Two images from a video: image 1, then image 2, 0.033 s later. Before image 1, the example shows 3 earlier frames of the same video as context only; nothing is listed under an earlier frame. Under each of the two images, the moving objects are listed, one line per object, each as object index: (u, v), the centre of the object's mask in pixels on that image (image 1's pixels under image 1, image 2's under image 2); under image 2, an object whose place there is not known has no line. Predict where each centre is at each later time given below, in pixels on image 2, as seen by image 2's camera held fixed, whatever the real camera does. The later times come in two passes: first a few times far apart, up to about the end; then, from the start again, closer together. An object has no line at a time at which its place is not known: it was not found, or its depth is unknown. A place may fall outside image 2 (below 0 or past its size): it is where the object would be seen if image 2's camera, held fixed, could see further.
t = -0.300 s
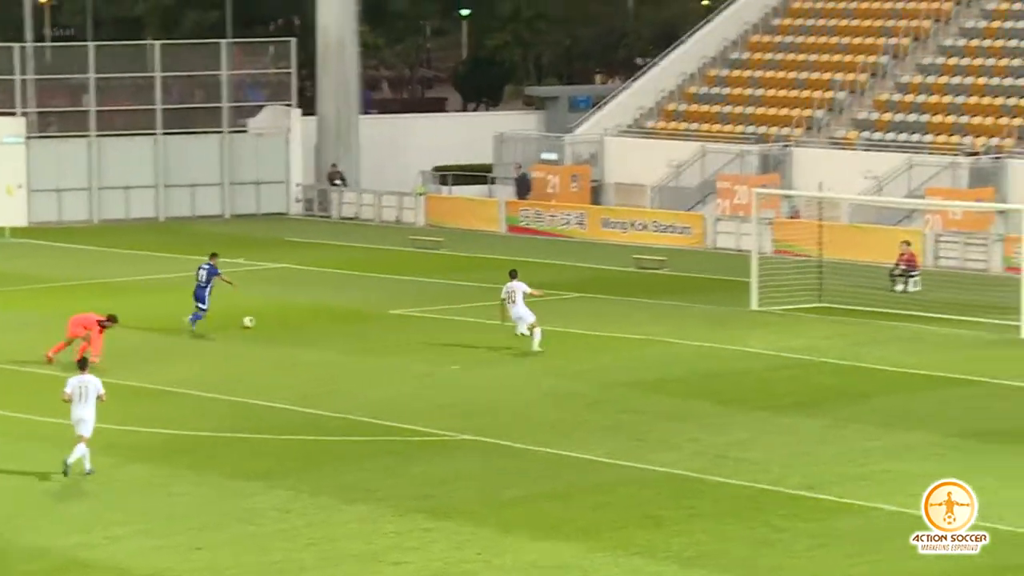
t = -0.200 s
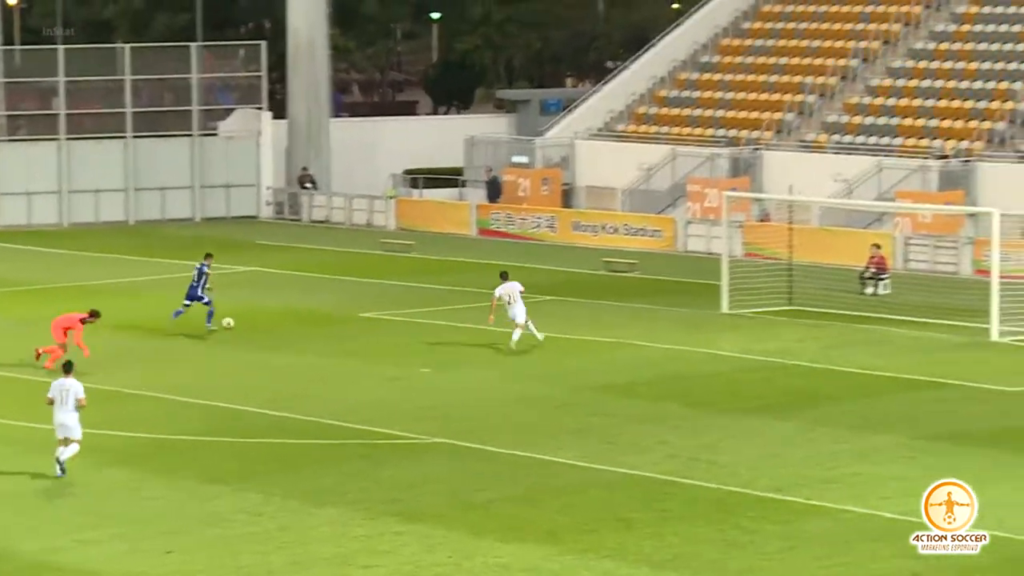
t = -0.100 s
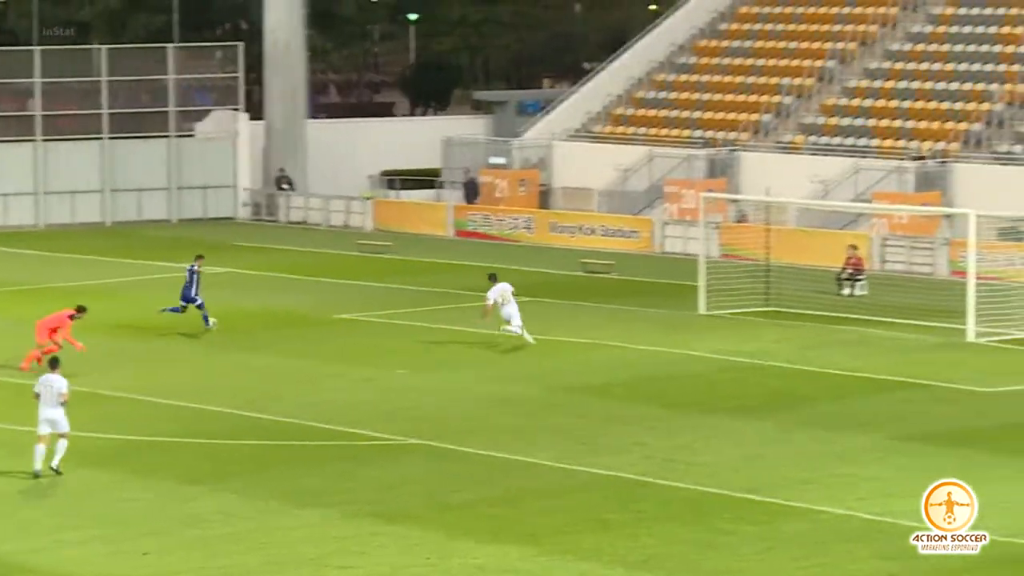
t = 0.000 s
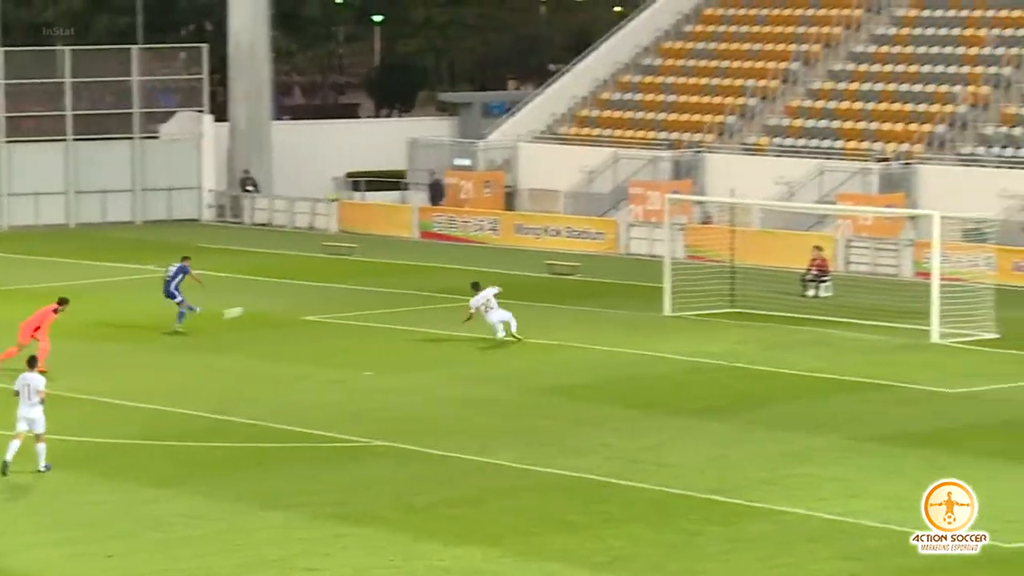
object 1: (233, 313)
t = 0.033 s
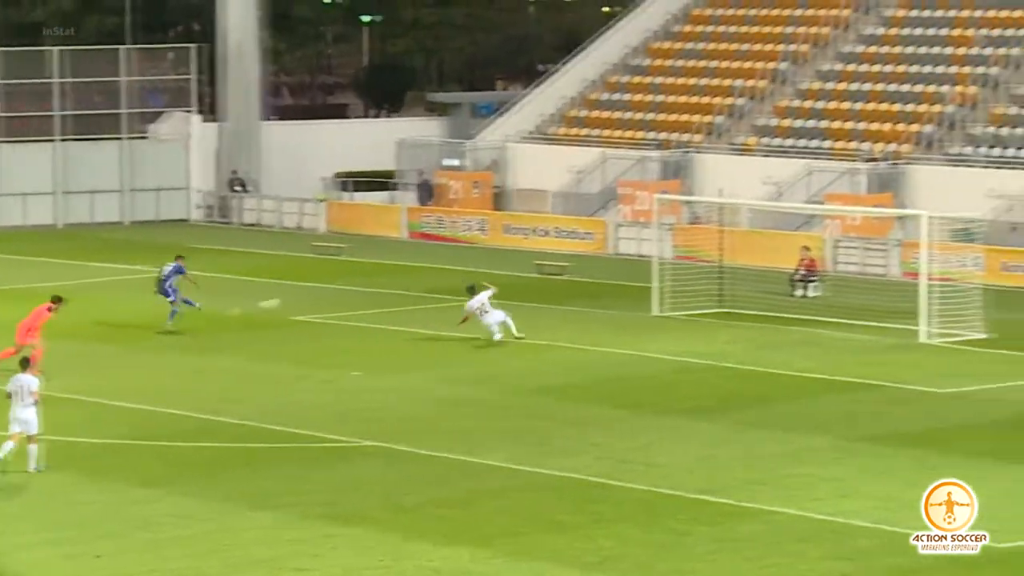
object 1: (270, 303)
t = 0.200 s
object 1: (455, 281)
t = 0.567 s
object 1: (840, 289)
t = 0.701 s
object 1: (899, 305)
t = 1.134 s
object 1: (873, 324)
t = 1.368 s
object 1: (862, 329)
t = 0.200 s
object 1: (455, 281)
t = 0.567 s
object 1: (840, 289)
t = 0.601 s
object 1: (875, 293)
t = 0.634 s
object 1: (891, 299)
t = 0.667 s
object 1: (894, 302)
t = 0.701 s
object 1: (899, 305)
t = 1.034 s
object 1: (878, 324)
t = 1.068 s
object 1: (877, 325)
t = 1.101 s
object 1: (874, 326)
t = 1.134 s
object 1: (873, 324)
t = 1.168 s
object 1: (871, 323)
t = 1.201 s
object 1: (869, 324)
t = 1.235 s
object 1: (868, 325)
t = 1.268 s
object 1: (867, 327)
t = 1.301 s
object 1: (865, 329)
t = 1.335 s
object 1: (863, 329)
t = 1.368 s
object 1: (862, 329)
